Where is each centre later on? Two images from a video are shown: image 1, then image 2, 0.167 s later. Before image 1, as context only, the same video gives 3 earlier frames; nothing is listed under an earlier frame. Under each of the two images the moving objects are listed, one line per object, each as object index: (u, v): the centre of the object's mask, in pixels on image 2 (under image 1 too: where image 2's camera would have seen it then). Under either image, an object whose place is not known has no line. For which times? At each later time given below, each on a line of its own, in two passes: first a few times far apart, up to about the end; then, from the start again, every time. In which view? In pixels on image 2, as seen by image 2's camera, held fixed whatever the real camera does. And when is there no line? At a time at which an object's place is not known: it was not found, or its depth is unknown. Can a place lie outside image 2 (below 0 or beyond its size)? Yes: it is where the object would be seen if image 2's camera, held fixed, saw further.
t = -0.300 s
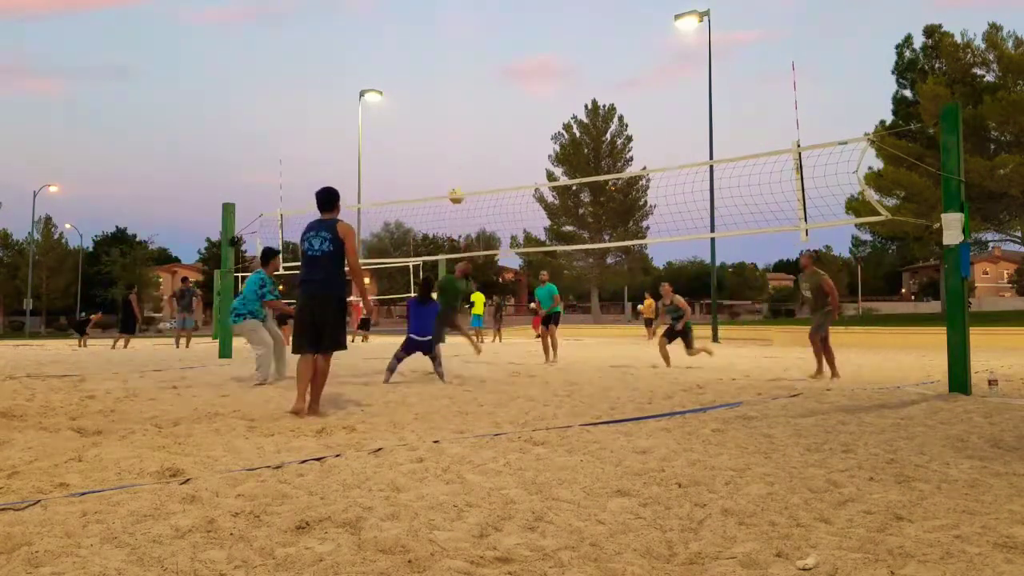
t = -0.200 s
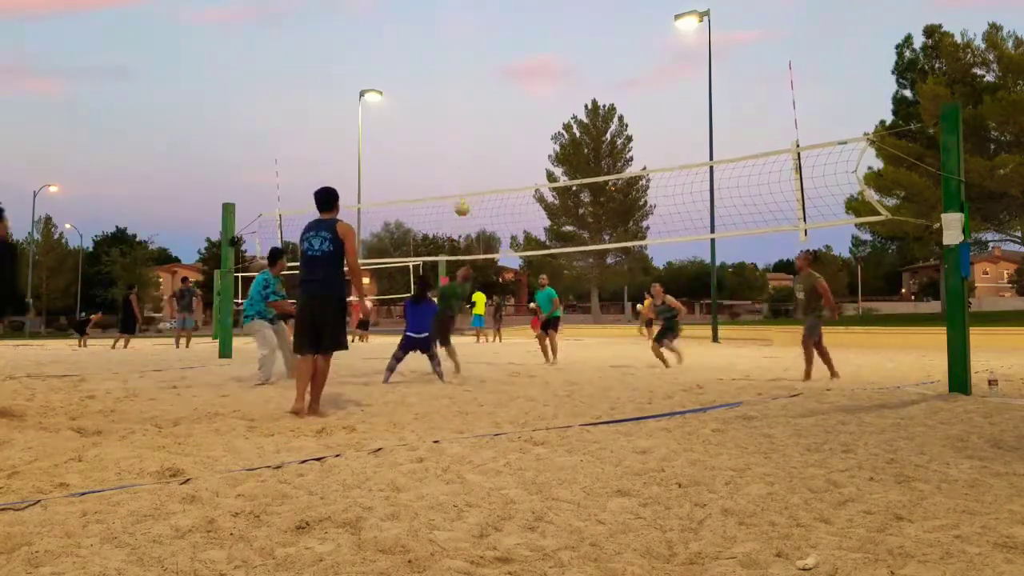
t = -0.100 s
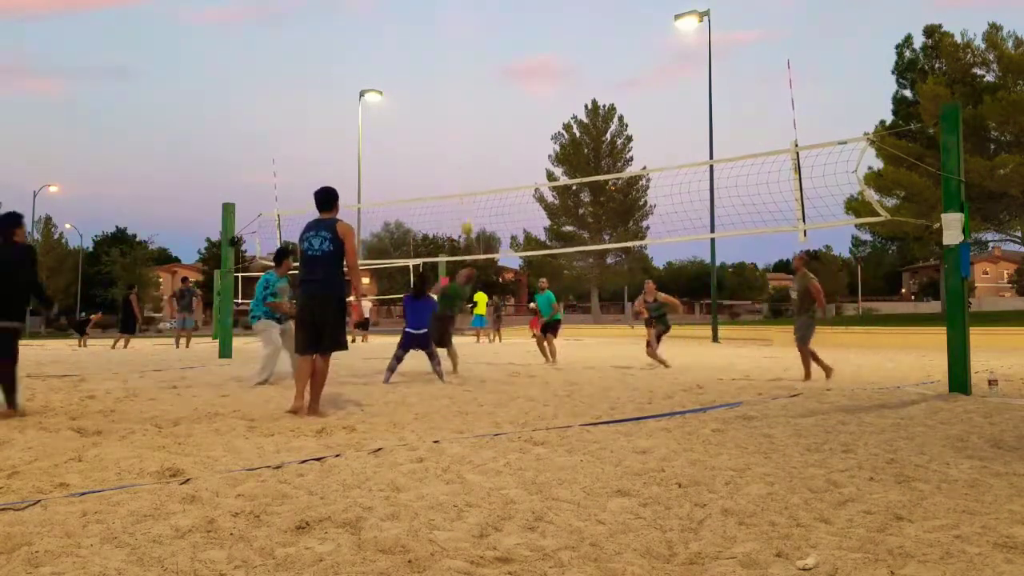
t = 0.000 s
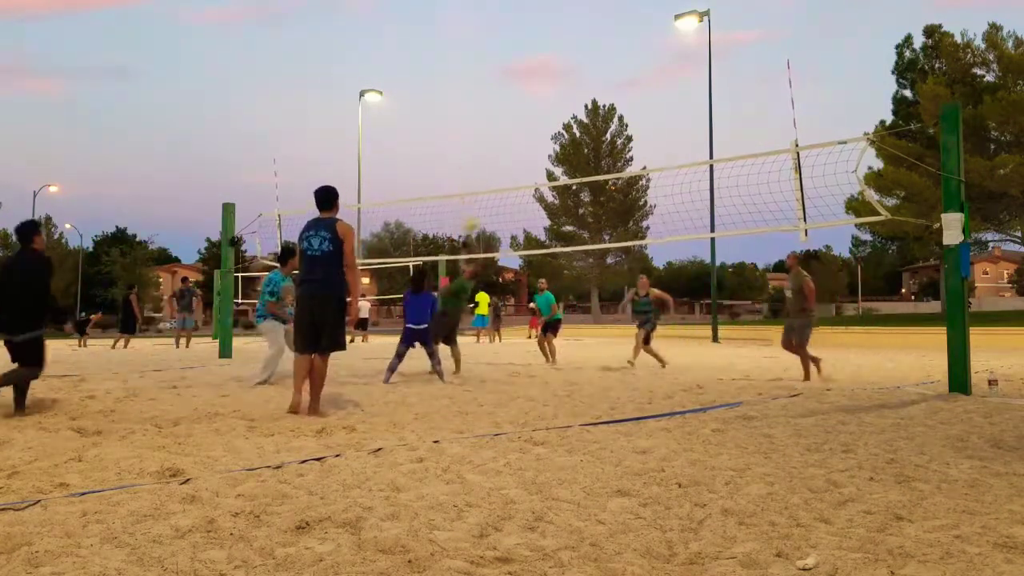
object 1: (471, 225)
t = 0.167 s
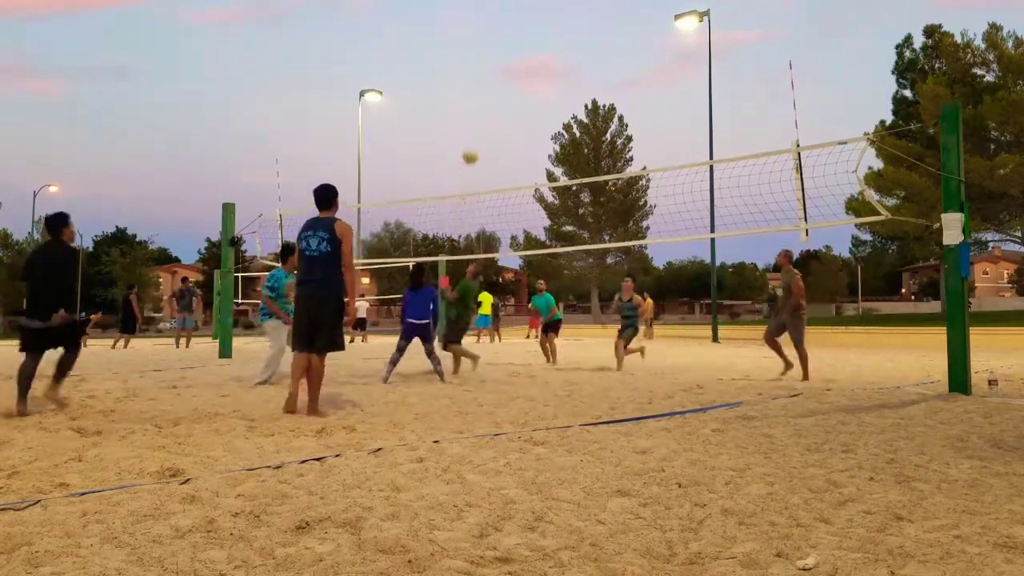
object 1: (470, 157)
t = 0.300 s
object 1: (469, 115)
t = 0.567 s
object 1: (467, 71)
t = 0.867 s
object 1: (466, 86)
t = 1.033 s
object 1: (465, 125)
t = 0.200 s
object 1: (470, 144)
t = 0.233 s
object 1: (469, 134)
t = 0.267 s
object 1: (469, 124)
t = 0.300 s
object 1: (469, 115)
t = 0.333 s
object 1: (469, 106)
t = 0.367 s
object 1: (468, 99)
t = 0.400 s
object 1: (468, 92)
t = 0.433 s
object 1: (468, 86)
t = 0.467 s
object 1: (468, 81)
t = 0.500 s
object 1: (468, 77)
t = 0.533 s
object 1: (468, 74)
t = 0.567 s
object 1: (467, 71)
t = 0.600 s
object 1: (467, 69)
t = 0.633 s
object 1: (467, 68)
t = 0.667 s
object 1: (467, 68)
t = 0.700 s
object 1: (467, 69)
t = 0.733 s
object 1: (466, 71)
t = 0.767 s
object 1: (466, 73)
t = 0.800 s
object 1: (466, 77)
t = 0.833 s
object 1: (466, 81)
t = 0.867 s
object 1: (466, 86)
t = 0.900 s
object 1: (465, 92)
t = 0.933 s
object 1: (466, 99)
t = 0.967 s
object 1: (465, 107)
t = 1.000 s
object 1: (465, 116)
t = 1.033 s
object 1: (465, 125)
